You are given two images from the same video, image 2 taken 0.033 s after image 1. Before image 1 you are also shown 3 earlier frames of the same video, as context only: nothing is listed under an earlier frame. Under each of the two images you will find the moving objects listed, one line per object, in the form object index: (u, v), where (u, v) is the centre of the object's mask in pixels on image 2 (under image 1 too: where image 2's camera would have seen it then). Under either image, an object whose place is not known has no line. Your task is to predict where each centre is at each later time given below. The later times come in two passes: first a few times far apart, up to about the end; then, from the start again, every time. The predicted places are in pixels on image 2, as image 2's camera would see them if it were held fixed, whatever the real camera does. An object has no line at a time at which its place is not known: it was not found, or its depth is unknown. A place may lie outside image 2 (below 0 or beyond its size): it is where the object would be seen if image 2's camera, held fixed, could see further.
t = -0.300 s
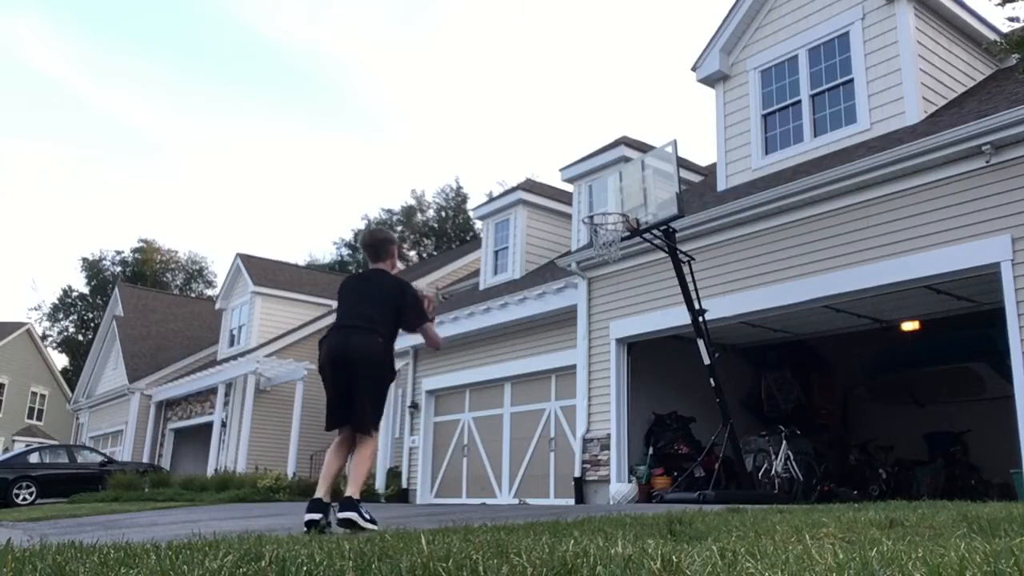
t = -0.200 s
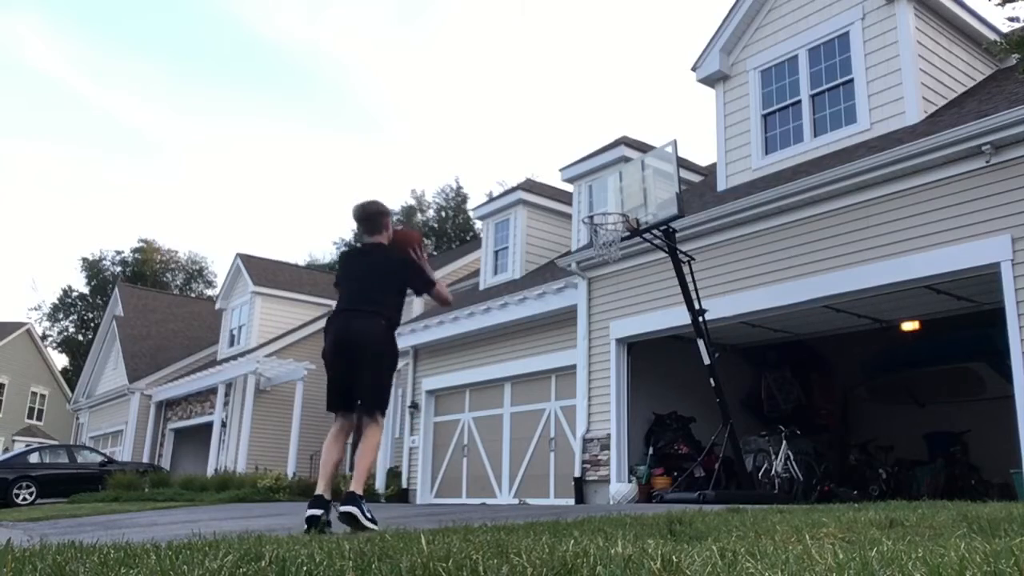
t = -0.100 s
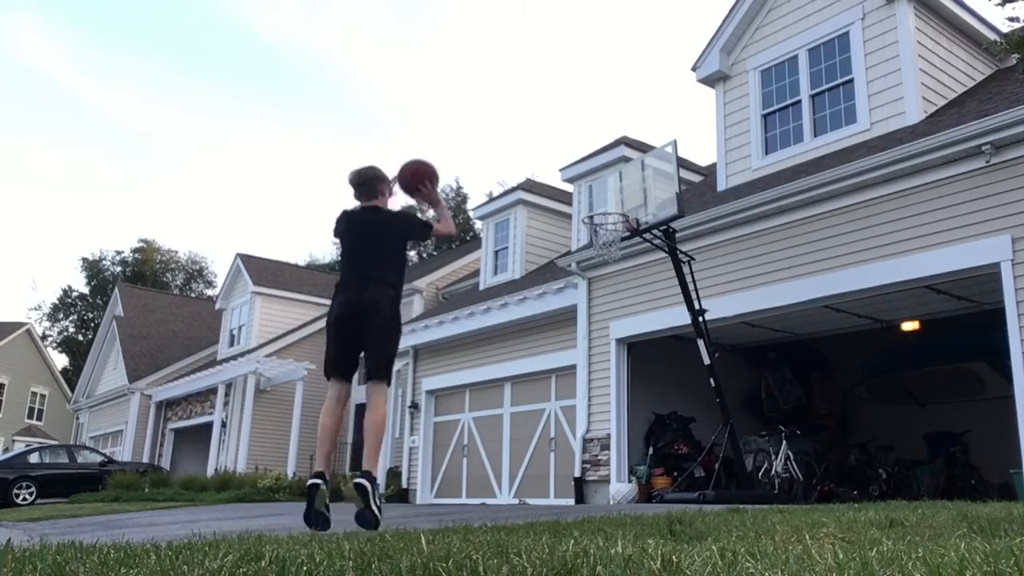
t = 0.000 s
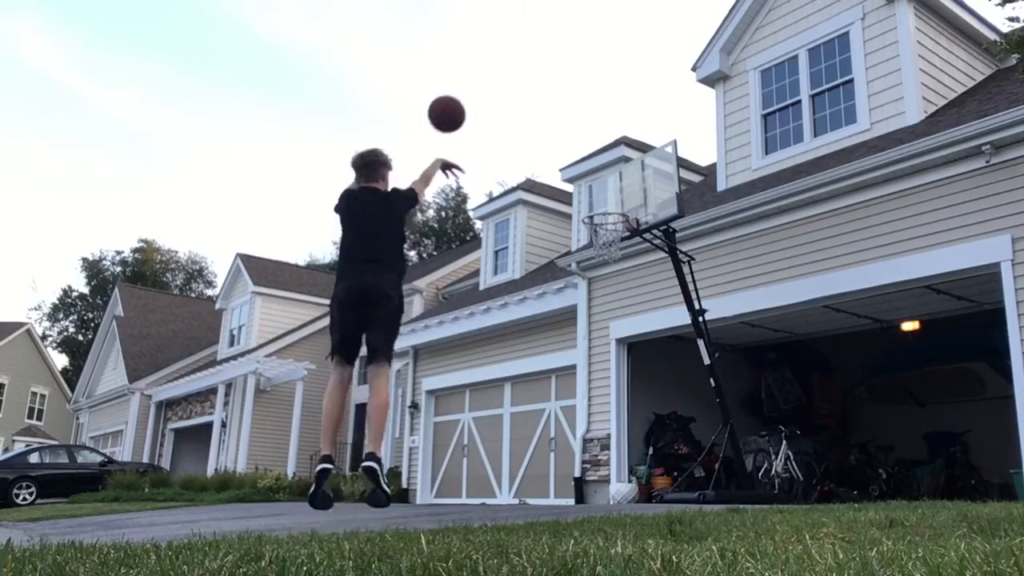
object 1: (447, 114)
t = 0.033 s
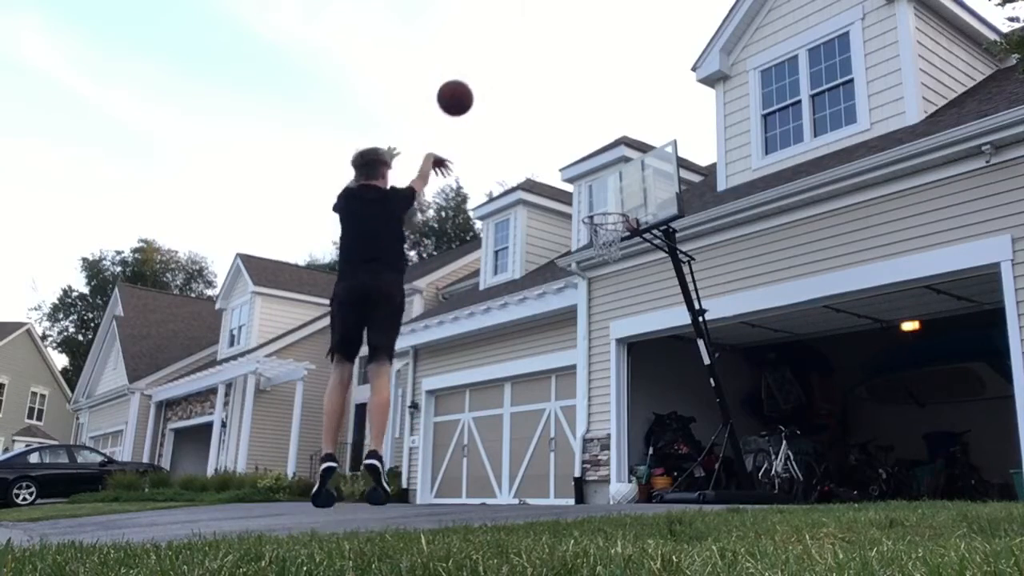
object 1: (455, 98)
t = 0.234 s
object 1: (495, 44)
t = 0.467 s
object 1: (528, 46)
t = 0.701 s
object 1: (551, 99)
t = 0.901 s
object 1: (567, 174)
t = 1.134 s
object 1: (580, 294)
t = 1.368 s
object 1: (590, 447)
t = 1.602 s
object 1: (597, 419)
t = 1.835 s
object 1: (603, 354)
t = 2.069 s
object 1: (608, 335)
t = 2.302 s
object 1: (603, 346)
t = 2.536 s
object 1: (586, 387)
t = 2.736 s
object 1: (571, 458)
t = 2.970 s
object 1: (549, 448)
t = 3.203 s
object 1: (526, 405)
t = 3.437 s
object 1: (501, 403)
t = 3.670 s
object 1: (475, 443)
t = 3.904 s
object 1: (447, 476)
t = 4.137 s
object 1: (419, 445)
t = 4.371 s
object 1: (389, 454)
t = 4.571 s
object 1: (362, 497)
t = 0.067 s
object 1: (463, 84)
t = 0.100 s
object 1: (470, 72)
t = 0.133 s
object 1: (477, 63)
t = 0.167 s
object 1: (483, 55)
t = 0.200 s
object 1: (489, 48)
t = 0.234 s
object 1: (495, 44)
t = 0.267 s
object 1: (500, 40)
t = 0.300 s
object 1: (505, 38)
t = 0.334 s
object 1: (510, 38)
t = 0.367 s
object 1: (515, 38)
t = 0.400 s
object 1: (519, 40)
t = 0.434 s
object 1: (523, 43)
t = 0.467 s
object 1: (528, 46)
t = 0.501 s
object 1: (531, 51)
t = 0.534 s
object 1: (535, 57)
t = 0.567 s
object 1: (539, 64)
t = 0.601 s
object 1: (542, 71)
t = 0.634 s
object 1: (545, 79)
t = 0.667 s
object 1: (548, 89)
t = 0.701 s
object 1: (551, 99)
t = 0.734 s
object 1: (554, 110)
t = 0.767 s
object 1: (557, 121)
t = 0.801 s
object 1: (560, 133)
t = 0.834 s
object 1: (562, 146)
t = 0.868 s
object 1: (565, 160)
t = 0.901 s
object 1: (567, 174)
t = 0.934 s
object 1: (569, 189)
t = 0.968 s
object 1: (571, 205)
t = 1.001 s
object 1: (573, 221)
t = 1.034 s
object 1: (575, 239)
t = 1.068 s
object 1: (577, 257)
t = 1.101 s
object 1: (578, 276)
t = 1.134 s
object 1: (580, 294)
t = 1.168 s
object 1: (582, 314)
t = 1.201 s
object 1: (583, 334)
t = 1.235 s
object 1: (585, 355)
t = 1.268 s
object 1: (586, 377)
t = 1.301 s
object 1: (587, 400)
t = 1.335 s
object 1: (588, 423)
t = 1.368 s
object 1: (590, 447)
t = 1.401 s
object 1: (591, 471)
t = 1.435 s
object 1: (592, 495)
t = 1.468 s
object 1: (592, 479)
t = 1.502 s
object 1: (594, 463)
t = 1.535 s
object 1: (595, 447)
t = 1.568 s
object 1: (596, 432)
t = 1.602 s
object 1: (597, 419)
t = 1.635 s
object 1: (598, 407)
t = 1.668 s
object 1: (598, 395)
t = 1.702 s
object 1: (599, 385)
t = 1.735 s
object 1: (600, 376)
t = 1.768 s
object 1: (601, 368)
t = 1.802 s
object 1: (602, 360)
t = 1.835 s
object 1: (603, 354)
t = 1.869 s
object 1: (603, 349)
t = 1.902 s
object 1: (604, 344)
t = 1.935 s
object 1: (605, 341)
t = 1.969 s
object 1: (606, 338)
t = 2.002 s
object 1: (607, 336)
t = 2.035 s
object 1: (607, 335)
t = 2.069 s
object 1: (608, 335)
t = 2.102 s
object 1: (609, 335)
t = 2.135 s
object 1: (609, 337)
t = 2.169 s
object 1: (610, 339)
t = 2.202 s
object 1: (609, 341)
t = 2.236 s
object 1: (607, 342)
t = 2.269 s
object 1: (605, 343)
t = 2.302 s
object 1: (603, 346)
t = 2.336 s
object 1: (600, 350)
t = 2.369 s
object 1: (598, 354)
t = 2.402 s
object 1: (596, 359)
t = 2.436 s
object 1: (593, 364)
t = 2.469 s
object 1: (591, 371)
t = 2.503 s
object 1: (589, 379)
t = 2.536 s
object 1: (586, 387)
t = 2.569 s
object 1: (584, 397)
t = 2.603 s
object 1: (581, 407)
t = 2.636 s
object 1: (578, 418)
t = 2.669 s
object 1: (576, 431)
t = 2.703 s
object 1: (573, 444)
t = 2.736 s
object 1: (571, 458)
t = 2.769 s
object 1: (568, 473)
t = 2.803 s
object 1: (566, 489)
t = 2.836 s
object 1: (564, 492)
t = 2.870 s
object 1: (560, 480)
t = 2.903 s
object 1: (556, 469)
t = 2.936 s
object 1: (553, 458)
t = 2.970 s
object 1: (549, 448)
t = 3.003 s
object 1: (546, 440)
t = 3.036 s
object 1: (542, 431)
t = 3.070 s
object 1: (539, 424)
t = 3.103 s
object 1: (536, 418)
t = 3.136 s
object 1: (533, 413)
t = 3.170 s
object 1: (529, 409)
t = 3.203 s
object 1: (526, 405)
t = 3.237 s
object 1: (522, 402)
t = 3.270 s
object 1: (519, 400)
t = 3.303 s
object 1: (515, 399)
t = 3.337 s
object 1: (512, 399)
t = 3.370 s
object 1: (508, 399)
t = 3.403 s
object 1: (504, 401)
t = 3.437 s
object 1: (501, 403)
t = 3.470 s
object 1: (497, 406)
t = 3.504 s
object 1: (494, 410)
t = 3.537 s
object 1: (490, 415)
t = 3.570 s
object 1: (486, 421)
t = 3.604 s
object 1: (482, 428)
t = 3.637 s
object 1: (479, 435)
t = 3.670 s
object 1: (475, 443)
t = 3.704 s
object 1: (470, 453)
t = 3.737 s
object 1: (467, 463)
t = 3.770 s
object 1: (462, 474)
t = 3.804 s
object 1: (458, 486)
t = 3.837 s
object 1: (454, 494)
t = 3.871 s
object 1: (450, 485)
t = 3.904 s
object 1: (447, 476)
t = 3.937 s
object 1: (442, 469)
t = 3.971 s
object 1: (438, 463)
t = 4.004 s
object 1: (434, 457)
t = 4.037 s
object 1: (431, 453)
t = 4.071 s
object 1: (427, 449)
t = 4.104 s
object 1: (423, 447)
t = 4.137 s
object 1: (419, 445)
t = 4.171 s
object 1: (415, 444)
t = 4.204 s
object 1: (411, 443)
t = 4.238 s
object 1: (406, 444)
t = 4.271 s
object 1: (402, 445)
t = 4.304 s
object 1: (398, 447)
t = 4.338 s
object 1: (394, 450)
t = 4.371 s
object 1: (389, 454)
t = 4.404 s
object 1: (384, 459)
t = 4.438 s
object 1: (380, 466)
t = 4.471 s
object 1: (375, 472)
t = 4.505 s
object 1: (371, 480)
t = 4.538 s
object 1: (365, 489)
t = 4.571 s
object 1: (362, 497)
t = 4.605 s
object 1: (361, 493)
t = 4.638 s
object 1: (353, 484)
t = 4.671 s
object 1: (349, 480)
